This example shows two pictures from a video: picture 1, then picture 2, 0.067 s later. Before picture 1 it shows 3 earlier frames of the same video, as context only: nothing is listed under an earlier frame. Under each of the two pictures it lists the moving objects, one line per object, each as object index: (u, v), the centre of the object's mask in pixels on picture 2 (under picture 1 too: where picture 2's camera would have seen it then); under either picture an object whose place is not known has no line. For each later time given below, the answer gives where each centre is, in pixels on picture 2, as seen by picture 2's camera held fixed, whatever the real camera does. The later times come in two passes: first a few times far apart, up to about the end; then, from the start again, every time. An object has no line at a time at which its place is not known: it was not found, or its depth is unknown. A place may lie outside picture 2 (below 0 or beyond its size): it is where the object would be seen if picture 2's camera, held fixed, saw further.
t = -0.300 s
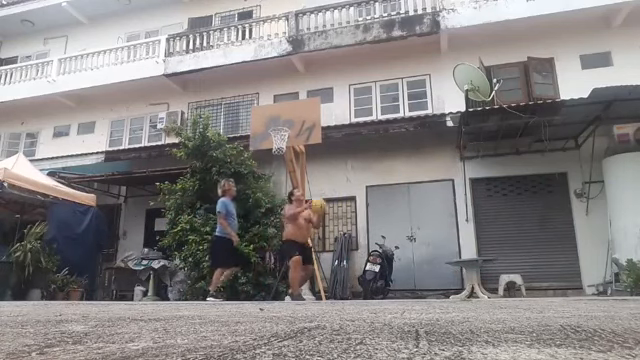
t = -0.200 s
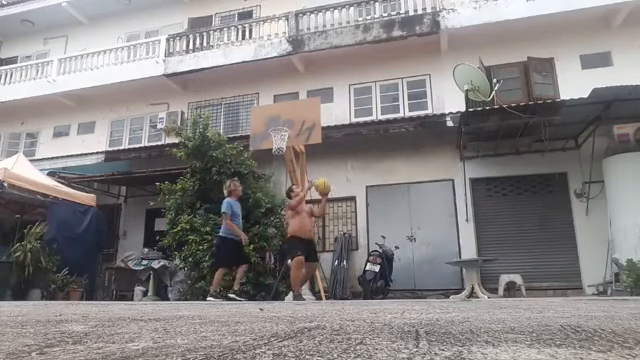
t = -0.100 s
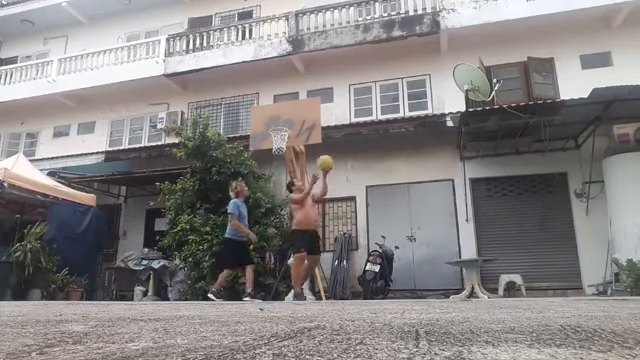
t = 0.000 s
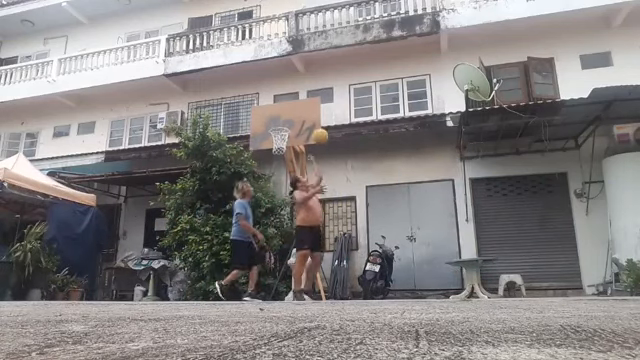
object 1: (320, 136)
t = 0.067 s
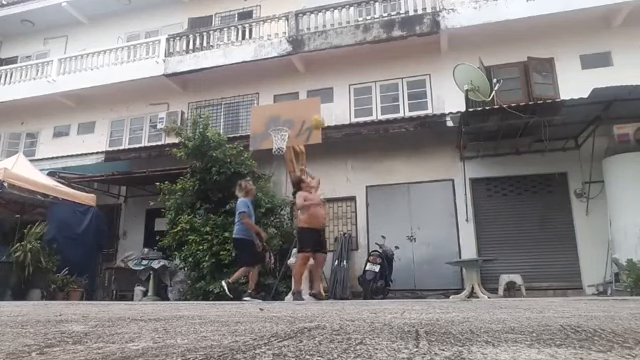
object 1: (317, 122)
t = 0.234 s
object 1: (310, 100)
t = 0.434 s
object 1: (301, 97)
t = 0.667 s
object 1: (293, 119)
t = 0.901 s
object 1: (279, 125)
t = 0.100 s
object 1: (315, 116)
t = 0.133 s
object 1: (314, 111)
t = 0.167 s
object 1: (313, 107)
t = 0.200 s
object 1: (311, 103)
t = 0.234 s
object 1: (310, 100)
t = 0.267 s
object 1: (308, 98)
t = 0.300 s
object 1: (307, 97)
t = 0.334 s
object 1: (306, 96)
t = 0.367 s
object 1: (305, 96)
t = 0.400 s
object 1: (303, 96)
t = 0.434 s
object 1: (301, 97)
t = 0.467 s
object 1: (300, 99)
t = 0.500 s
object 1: (299, 101)
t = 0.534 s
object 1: (298, 103)
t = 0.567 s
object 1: (297, 108)
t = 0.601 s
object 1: (296, 114)
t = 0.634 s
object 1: (294, 117)
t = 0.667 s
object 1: (293, 119)
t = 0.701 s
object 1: (287, 122)
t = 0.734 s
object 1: (285, 123)
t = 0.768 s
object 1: (281, 123)
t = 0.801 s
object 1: (278, 124)
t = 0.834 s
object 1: (278, 124)
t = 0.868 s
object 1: (278, 124)
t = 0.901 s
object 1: (279, 125)
